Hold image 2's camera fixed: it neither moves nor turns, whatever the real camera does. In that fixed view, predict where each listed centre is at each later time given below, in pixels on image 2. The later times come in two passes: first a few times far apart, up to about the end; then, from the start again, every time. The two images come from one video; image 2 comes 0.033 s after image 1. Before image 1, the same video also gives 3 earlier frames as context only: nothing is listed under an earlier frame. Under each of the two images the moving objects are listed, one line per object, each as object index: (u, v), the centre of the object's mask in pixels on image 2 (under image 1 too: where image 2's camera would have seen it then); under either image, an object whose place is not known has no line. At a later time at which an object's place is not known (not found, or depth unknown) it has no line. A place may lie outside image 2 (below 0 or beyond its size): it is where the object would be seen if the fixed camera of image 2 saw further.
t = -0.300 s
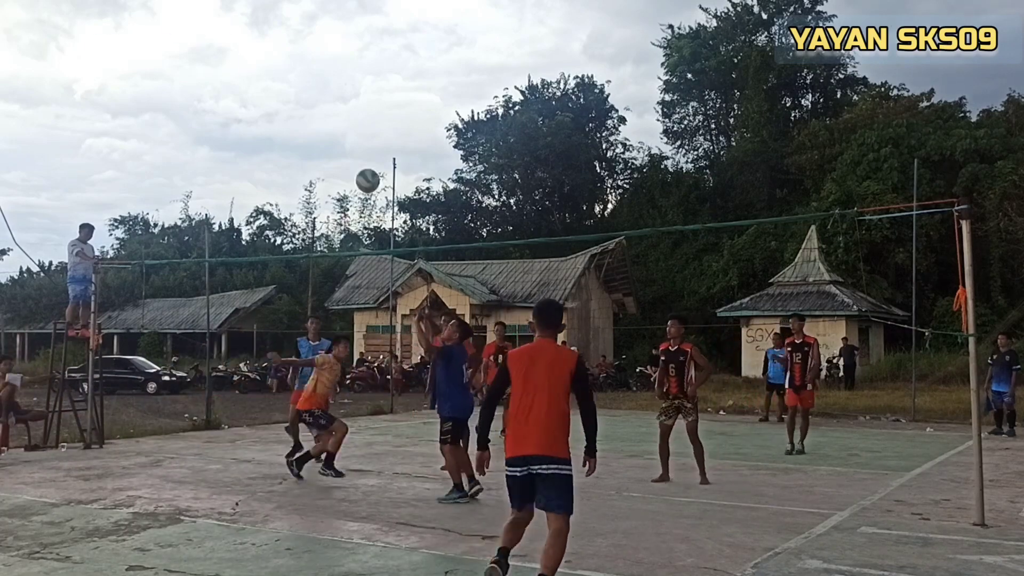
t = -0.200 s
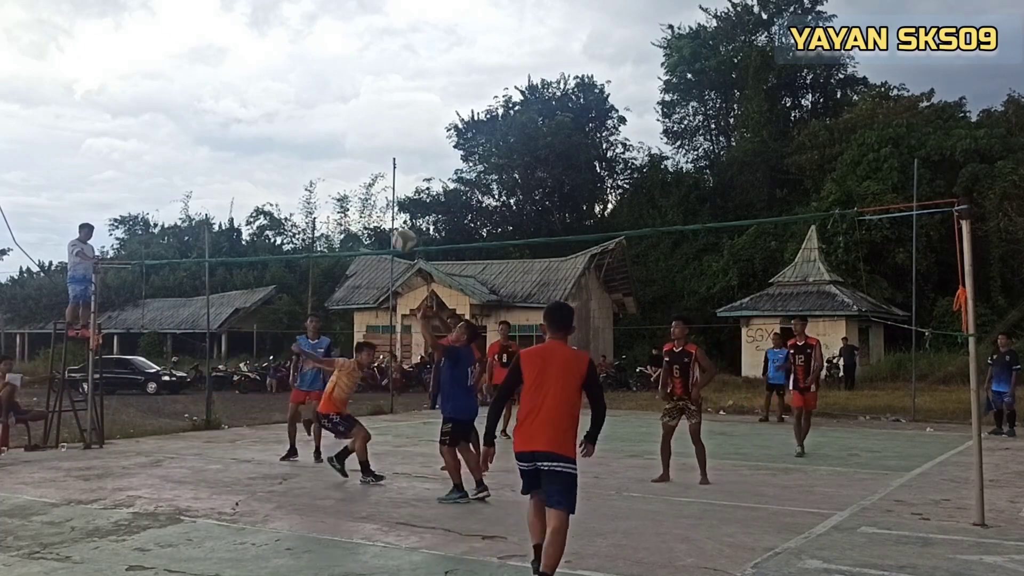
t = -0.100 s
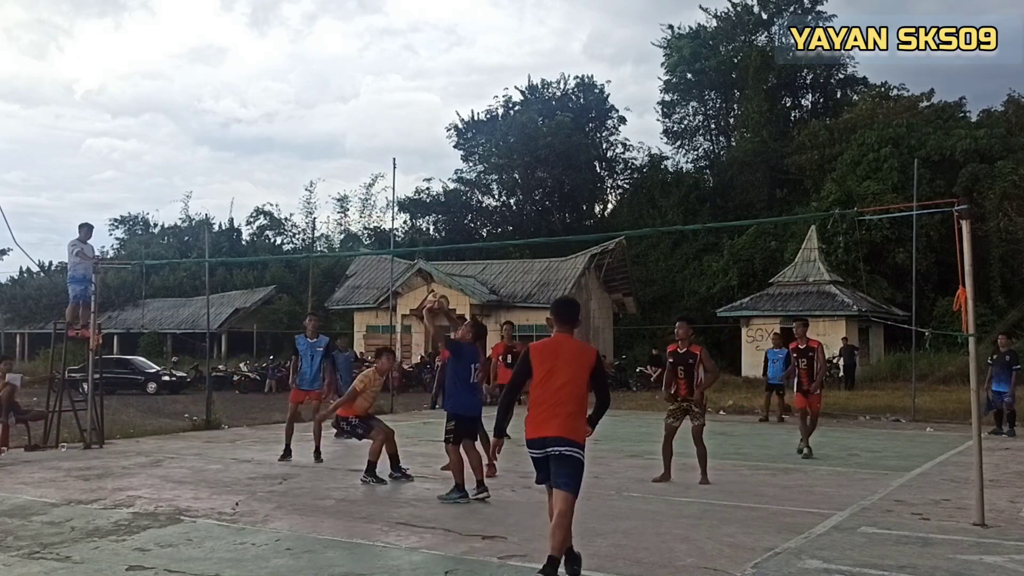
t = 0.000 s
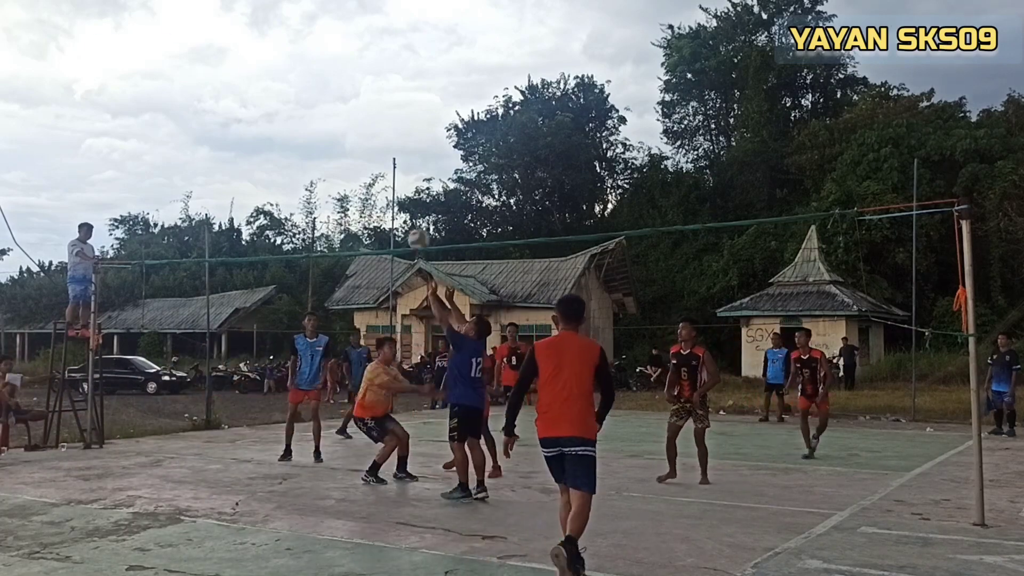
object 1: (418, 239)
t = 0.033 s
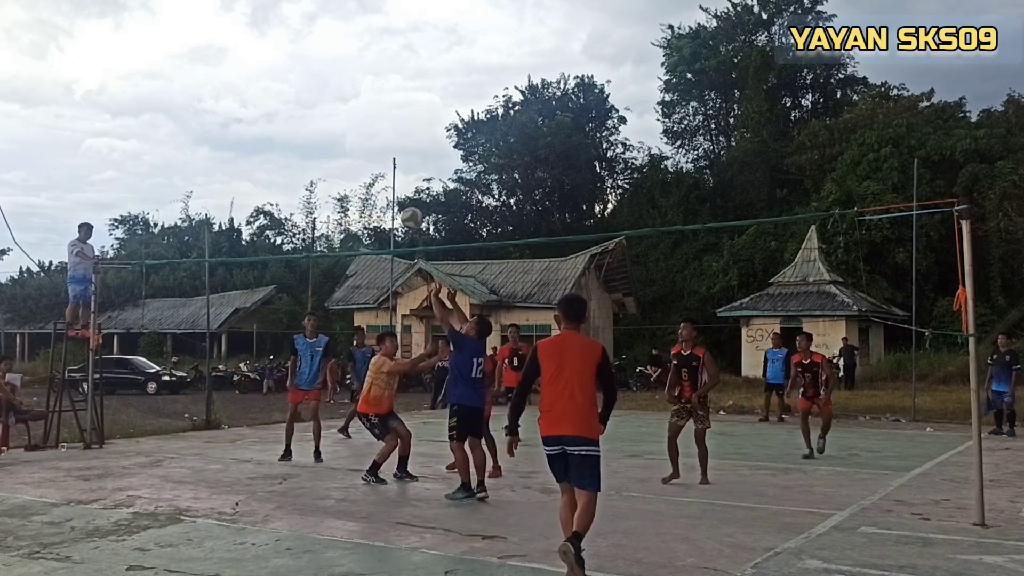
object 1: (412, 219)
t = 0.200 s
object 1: (374, 135)
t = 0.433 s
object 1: (325, 73)
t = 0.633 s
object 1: (286, 64)
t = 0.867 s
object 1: (243, 99)
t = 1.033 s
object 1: (214, 151)
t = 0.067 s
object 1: (405, 199)
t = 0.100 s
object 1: (397, 181)
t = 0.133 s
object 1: (389, 164)
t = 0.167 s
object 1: (382, 149)
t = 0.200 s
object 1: (374, 135)
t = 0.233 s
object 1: (367, 122)
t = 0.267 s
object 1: (360, 111)
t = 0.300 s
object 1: (353, 101)
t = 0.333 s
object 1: (346, 92)
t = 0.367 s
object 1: (339, 85)
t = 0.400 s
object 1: (332, 78)
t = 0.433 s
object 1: (325, 73)
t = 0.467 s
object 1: (318, 69)
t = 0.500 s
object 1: (312, 66)
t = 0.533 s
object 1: (305, 64)
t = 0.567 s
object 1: (299, 63)
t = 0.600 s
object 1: (292, 63)
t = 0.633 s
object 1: (286, 64)
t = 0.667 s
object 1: (279, 66)
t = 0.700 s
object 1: (273, 69)
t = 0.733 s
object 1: (267, 73)
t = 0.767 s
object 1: (261, 78)
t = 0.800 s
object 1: (255, 85)
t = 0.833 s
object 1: (249, 91)
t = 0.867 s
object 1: (243, 99)
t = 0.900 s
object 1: (237, 108)
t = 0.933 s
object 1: (231, 118)
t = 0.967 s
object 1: (225, 128)
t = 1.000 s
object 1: (220, 139)
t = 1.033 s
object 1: (214, 151)
